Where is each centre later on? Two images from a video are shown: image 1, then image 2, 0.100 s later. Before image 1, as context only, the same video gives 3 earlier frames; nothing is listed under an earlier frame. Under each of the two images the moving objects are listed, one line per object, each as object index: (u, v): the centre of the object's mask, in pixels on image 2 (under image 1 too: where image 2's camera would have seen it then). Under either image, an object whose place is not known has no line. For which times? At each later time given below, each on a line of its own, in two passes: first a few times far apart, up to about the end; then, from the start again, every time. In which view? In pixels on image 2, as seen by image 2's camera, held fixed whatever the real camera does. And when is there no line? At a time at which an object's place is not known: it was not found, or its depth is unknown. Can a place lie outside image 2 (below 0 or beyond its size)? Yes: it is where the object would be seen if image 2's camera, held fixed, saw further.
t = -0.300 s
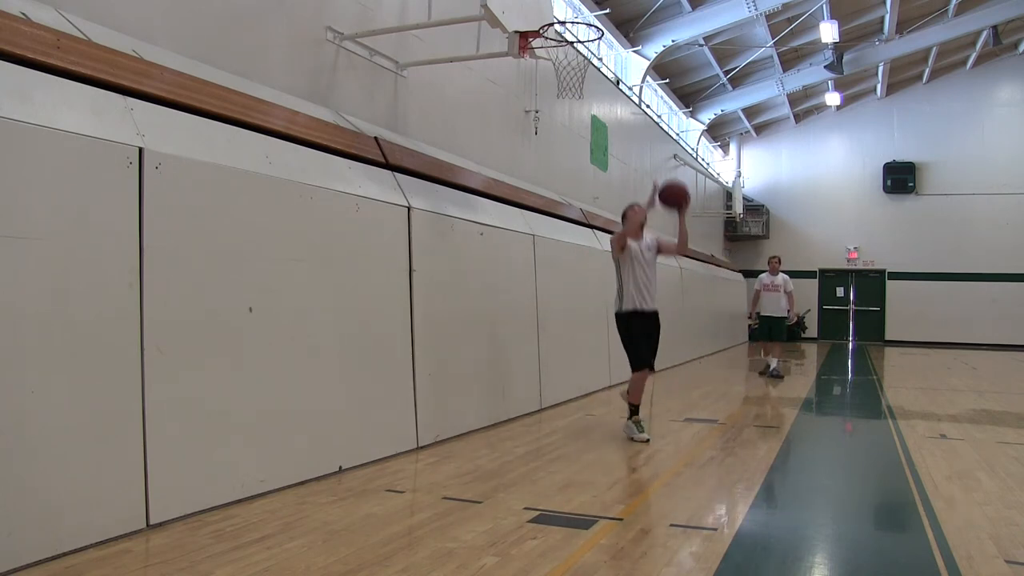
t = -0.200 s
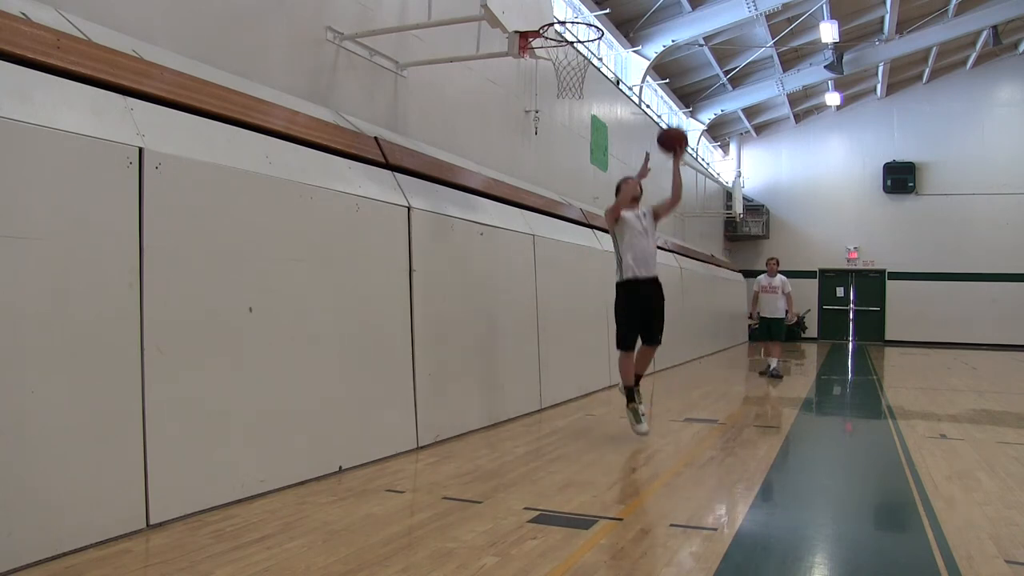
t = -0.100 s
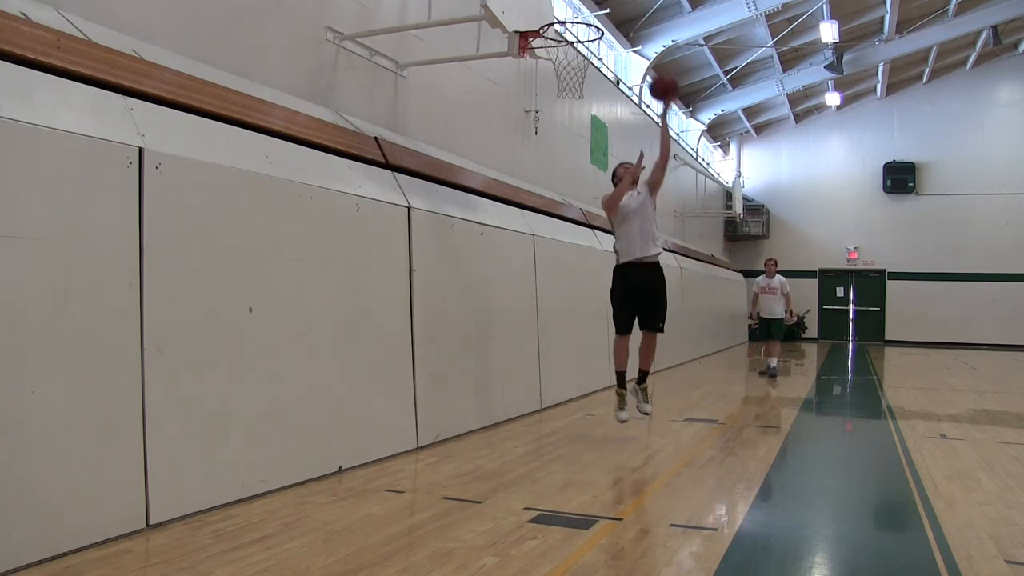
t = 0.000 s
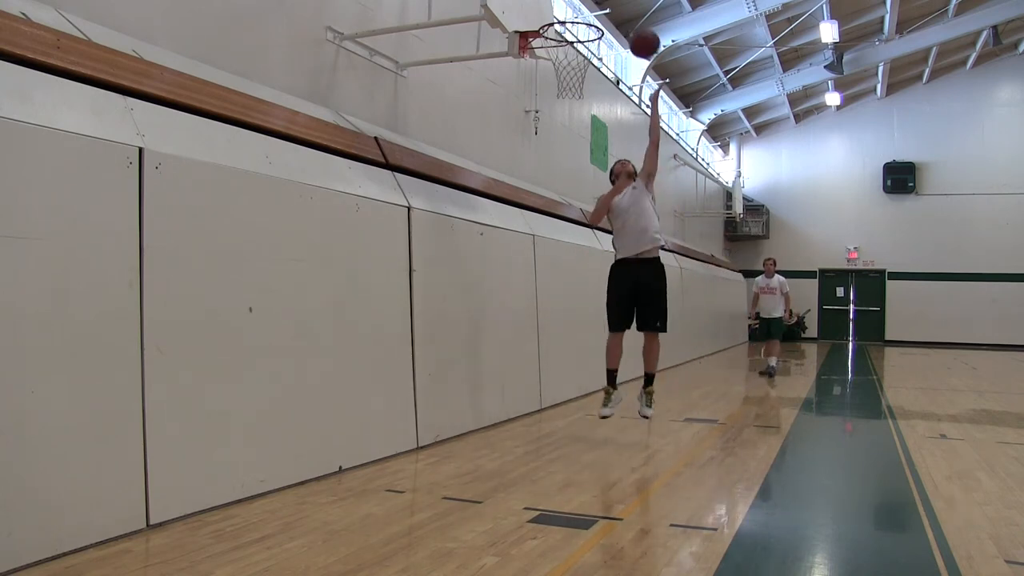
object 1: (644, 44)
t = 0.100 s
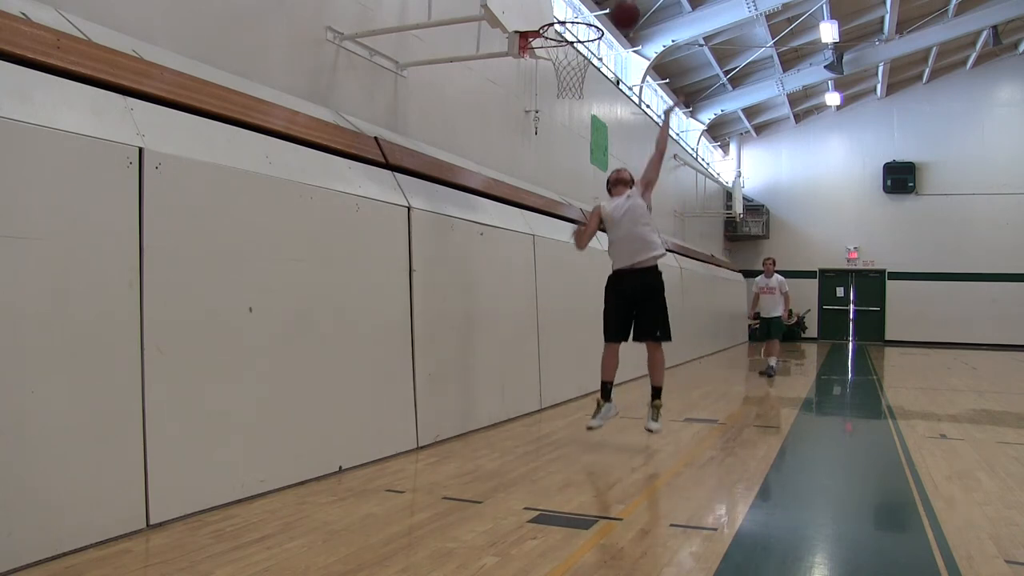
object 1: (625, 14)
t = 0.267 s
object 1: (591, 3)
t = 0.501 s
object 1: (549, 12)
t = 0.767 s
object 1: (562, 11)
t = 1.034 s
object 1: (573, 97)
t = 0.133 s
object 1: (618, 10)
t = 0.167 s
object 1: (611, 7)
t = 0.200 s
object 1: (604, 5)
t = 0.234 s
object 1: (597, 4)
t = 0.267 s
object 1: (591, 3)
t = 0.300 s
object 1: (584, 3)
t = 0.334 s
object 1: (577, 4)
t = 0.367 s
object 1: (571, 4)
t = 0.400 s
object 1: (564, 6)
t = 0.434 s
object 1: (557, 8)
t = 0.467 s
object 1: (549, 12)
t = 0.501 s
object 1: (549, 12)
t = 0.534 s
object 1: (550, 9)
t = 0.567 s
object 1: (552, 7)
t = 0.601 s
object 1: (554, 6)
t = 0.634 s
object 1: (556, 6)
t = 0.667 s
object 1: (557, 6)
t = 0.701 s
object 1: (559, 7)
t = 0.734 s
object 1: (560, 9)
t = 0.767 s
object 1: (562, 11)
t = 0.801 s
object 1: (564, 15)
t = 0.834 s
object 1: (565, 23)
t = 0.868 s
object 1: (566, 33)
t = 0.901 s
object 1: (568, 42)
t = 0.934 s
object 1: (569, 55)
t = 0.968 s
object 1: (571, 67)
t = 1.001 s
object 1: (572, 81)
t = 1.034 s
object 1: (573, 97)
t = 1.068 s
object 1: (574, 114)
